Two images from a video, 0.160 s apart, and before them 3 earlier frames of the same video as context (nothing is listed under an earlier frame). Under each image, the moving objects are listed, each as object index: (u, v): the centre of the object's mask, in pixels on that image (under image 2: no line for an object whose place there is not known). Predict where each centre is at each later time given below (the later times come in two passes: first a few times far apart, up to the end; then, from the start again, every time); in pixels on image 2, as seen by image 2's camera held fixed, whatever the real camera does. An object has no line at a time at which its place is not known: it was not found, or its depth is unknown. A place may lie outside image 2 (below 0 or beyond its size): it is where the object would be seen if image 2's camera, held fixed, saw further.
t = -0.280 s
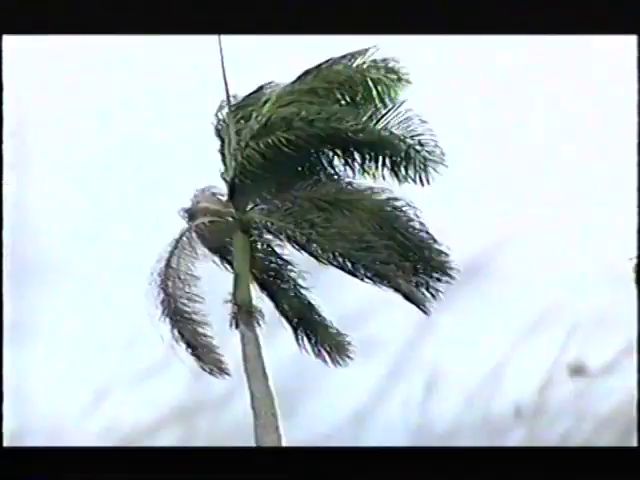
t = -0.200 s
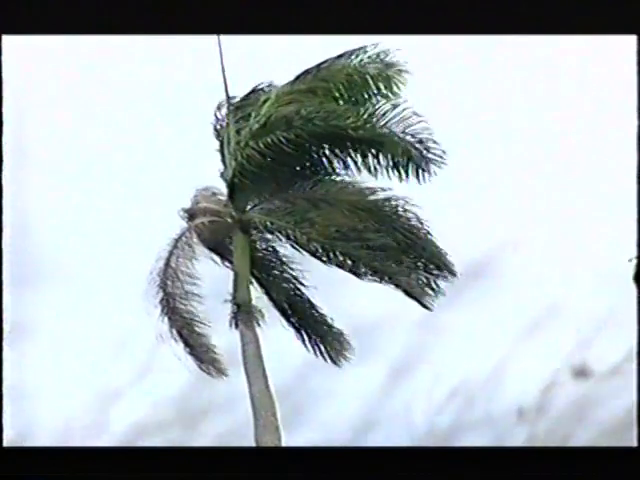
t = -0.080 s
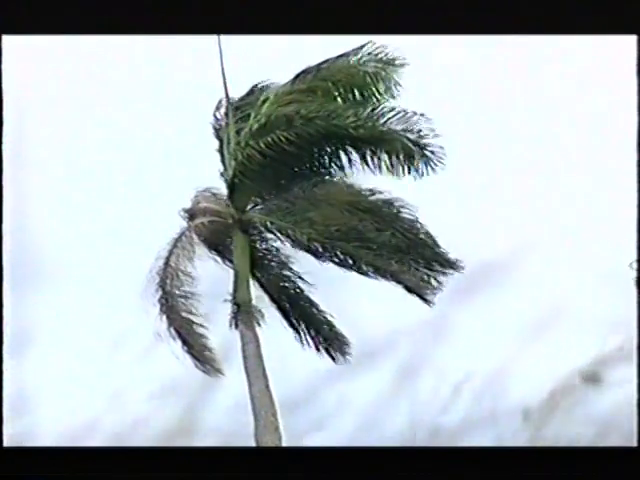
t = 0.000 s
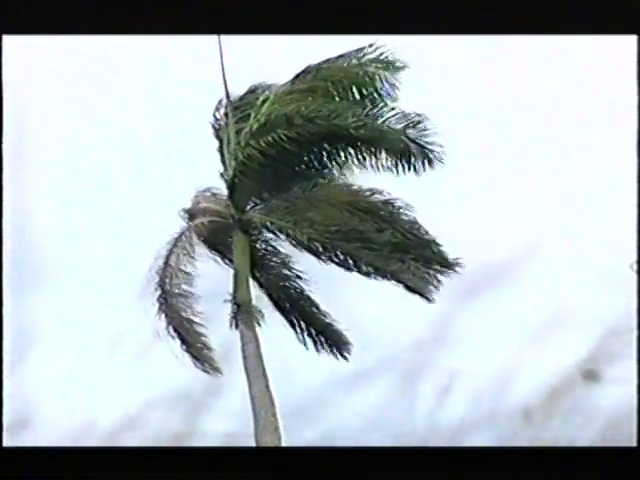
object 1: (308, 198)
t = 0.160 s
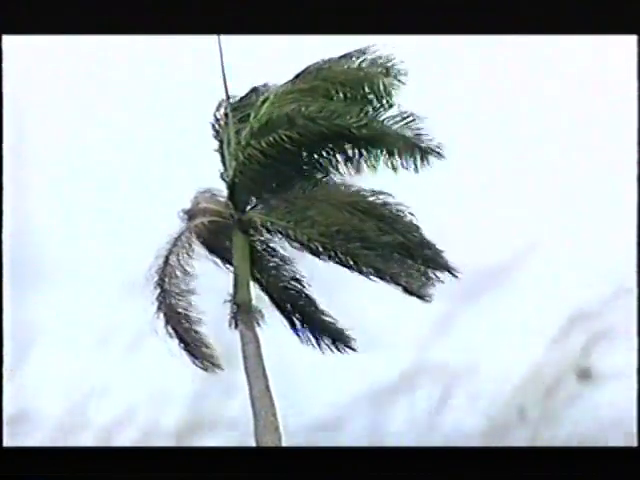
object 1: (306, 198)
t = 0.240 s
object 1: (306, 198)
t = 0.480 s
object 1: (308, 201)
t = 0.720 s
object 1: (309, 205)
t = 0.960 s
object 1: (314, 207)
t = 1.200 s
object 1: (316, 206)
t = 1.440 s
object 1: (314, 205)
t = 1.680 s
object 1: (308, 204)
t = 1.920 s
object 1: (308, 202)
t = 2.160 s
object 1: (309, 195)
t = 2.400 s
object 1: (308, 191)
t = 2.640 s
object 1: (302, 189)
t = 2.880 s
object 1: (300, 186)
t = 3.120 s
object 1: (306, 189)
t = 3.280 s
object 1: (310, 194)
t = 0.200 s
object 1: (306, 198)
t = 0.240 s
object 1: (306, 198)
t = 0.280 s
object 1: (306, 199)
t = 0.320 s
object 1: (306, 199)
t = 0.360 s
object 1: (307, 200)
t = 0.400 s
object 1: (307, 200)
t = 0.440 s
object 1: (307, 201)
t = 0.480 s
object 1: (308, 201)
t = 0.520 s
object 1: (308, 202)
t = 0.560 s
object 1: (309, 203)
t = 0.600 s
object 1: (308, 204)
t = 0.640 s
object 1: (308, 204)
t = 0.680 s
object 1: (309, 205)
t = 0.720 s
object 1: (309, 205)
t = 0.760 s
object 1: (311, 206)
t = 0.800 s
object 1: (311, 206)
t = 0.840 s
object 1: (312, 206)
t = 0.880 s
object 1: (313, 206)
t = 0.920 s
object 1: (313, 206)
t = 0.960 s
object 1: (314, 207)
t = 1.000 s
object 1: (315, 206)
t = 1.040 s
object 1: (316, 206)
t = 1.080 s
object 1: (316, 206)
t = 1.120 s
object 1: (316, 206)
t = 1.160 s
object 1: (316, 206)
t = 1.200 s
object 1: (316, 206)
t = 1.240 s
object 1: (316, 205)
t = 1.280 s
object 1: (316, 205)
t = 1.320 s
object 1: (315, 205)
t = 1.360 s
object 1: (315, 205)
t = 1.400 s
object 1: (315, 205)
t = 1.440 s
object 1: (314, 205)
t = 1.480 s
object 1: (314, 205)
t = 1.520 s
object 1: (312, 205)
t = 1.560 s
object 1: (311, 205)
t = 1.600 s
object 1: (311, 205)
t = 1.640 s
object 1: (310, 205)
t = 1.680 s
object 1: (308, 204)
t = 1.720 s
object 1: (308, 204)
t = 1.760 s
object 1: (307, 204)
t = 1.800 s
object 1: (306, 204)
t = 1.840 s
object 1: (306, 203)
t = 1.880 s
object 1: (307, 203)
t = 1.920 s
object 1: (308, 202)
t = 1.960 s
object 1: (310, 201)
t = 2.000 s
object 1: (310, 201)
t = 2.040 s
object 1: (309, 199)
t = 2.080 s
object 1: (309, 198)
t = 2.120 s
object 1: (309, 196)
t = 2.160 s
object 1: (309, 195)
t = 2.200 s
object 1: (310, 195)
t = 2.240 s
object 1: (310, 195)
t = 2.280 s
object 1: (310, 194)
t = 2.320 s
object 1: (310, 194)
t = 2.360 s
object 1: (310, 193)
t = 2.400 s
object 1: (308, 191)
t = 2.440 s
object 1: (307, 190)
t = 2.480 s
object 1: (306, 190)
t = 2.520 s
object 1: (305, 190)
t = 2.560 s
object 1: (303, 190)
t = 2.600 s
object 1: (303, 189)
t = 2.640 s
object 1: (302, 189)
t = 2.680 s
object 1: (301, 189)
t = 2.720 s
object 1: (299, 187)
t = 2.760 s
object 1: (299, 187)
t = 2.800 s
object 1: (299, 187)
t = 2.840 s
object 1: (299, 186)
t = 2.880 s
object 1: (300, 186)
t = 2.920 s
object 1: (301, 186)
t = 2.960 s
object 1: (302, 187)
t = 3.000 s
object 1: (304, 186)
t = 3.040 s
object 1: (305, 187)
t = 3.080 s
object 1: (306, 187)
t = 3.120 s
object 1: (306, 189)
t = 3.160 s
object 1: (307, 190)
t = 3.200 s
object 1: (308, 191)
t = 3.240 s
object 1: (308, 193)
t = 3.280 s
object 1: (310, 194)
